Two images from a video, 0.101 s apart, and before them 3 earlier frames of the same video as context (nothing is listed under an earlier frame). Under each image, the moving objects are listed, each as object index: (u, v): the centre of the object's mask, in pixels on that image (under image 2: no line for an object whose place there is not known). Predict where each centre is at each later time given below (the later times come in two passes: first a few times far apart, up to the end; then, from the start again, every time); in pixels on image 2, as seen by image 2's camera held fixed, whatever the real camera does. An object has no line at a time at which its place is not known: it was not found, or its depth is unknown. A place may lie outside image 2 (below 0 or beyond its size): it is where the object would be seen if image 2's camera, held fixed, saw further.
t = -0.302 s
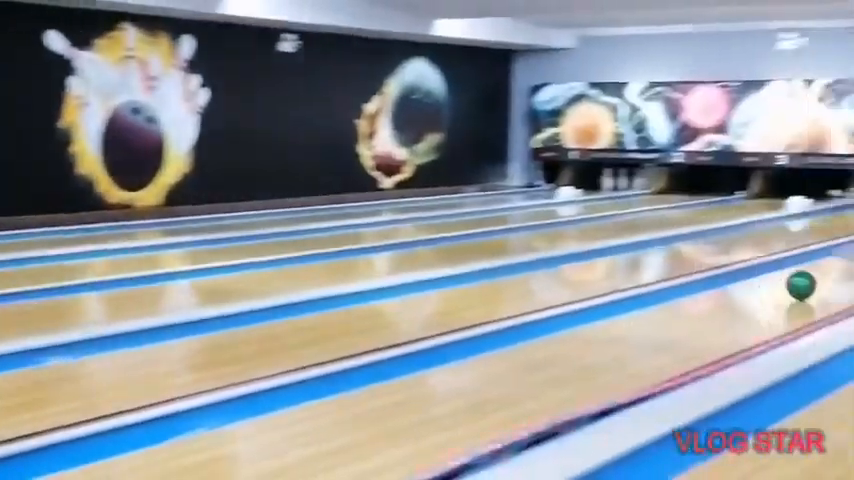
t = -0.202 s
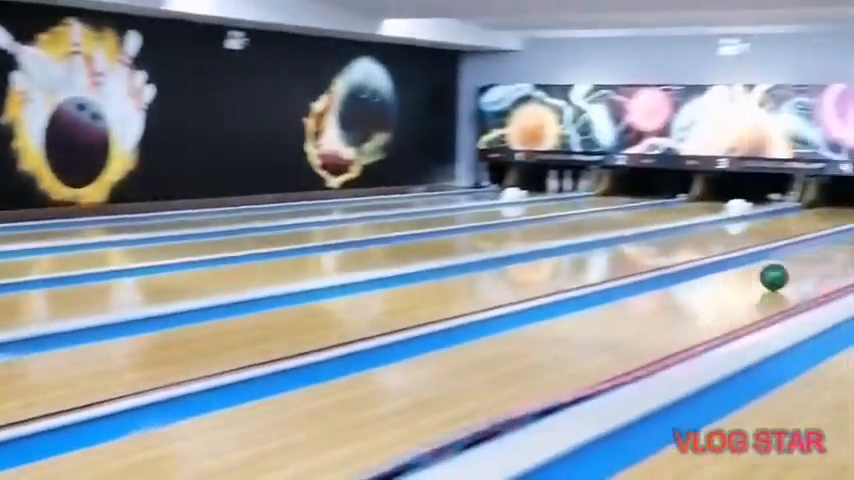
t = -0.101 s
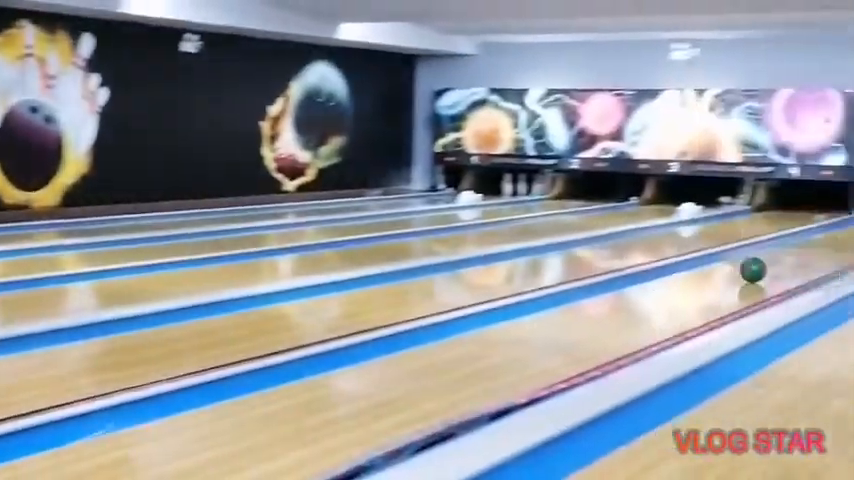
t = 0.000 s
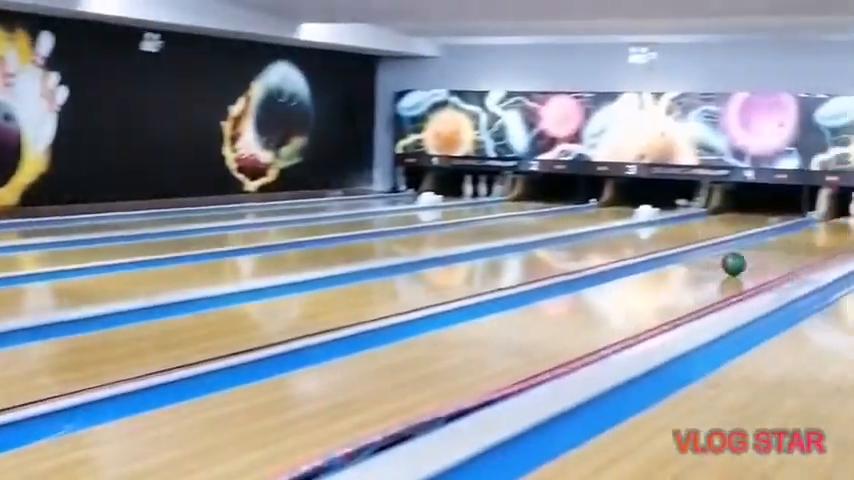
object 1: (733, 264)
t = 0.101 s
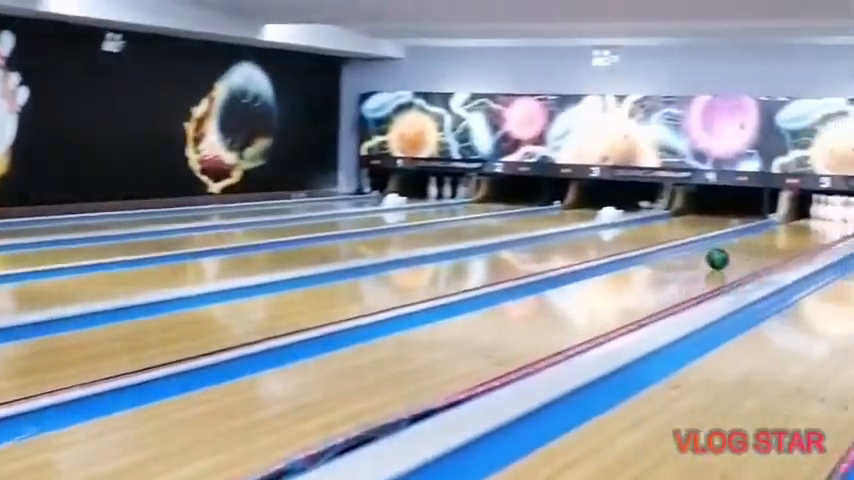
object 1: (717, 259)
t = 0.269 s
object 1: (749, 248)
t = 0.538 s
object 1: (788, 236)
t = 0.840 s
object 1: (822, 224)
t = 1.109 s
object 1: (845, 217)
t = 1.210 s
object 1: (854, 215)
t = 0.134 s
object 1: (724, 257)
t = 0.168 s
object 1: (730, 254)
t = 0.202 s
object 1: (737, 253)
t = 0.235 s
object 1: (743, 250)
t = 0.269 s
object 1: (749, 248)
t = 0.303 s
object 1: (755, 246)
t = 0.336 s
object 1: (760, 245)
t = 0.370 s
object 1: (766, 243)
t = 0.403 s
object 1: (771, 242)
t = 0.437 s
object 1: (775, 239)
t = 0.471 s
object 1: (780, 237)
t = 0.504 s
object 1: (784, 236)
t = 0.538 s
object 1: (788, 236)
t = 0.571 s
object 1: (793, 235)
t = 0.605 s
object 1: (795, 233)
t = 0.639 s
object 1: (801, 232)
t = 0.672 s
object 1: (806, 230)
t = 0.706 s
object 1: (809, 229)
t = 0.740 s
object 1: (812, 227)
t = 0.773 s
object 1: (816, 227)
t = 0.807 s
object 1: (820, 225)
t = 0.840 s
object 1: (822, 224)
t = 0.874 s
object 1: (825, 223)
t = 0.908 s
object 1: (829, 222)
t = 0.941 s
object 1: (831, 221)
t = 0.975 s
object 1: (836, 220)
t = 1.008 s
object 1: (839, 219)
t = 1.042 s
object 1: (840, 218)
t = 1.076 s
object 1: (844, 218)
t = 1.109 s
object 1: (845, 217)
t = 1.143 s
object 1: (849, 216)
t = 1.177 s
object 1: (852, 215)
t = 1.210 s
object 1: (854, 215)
